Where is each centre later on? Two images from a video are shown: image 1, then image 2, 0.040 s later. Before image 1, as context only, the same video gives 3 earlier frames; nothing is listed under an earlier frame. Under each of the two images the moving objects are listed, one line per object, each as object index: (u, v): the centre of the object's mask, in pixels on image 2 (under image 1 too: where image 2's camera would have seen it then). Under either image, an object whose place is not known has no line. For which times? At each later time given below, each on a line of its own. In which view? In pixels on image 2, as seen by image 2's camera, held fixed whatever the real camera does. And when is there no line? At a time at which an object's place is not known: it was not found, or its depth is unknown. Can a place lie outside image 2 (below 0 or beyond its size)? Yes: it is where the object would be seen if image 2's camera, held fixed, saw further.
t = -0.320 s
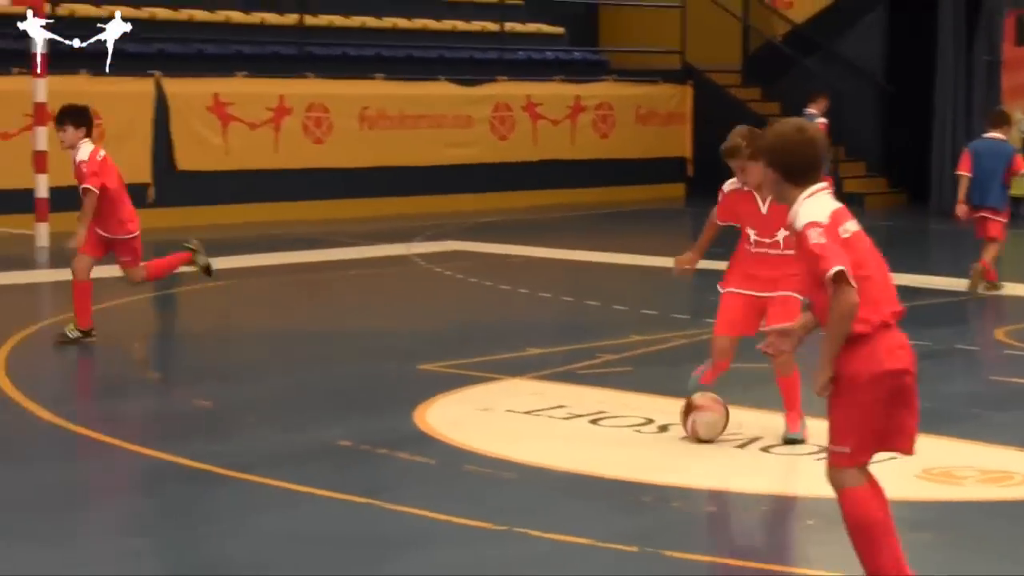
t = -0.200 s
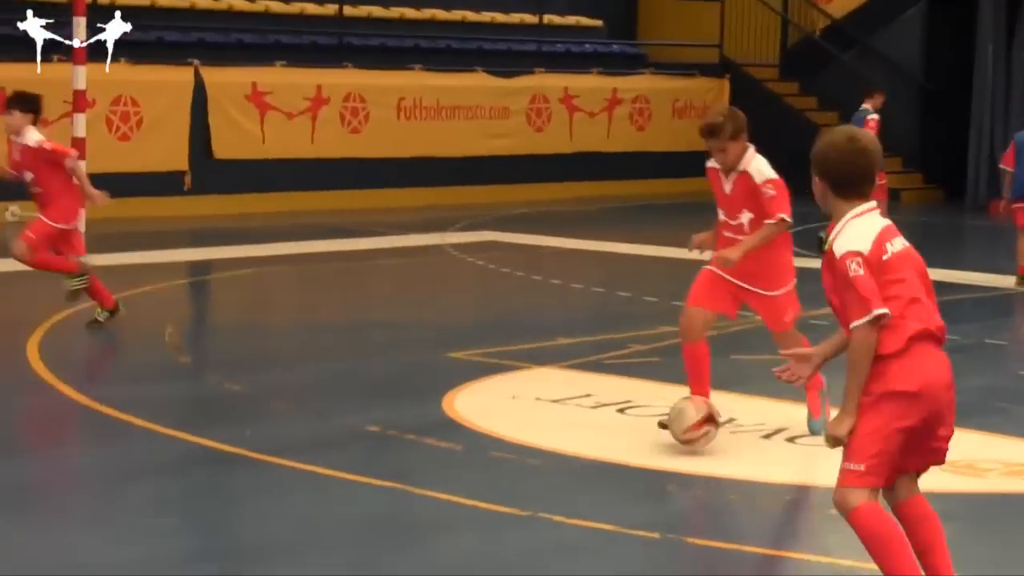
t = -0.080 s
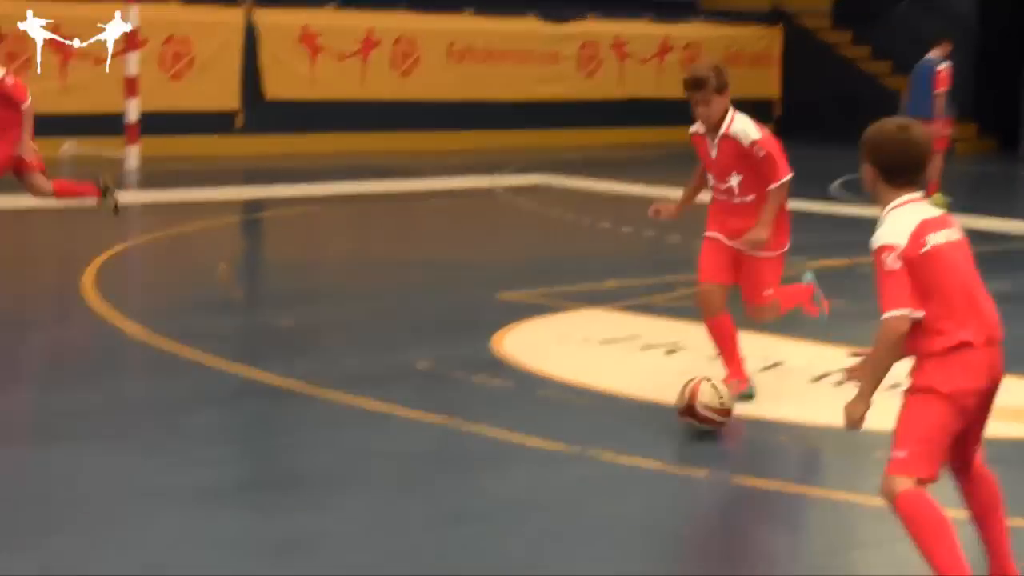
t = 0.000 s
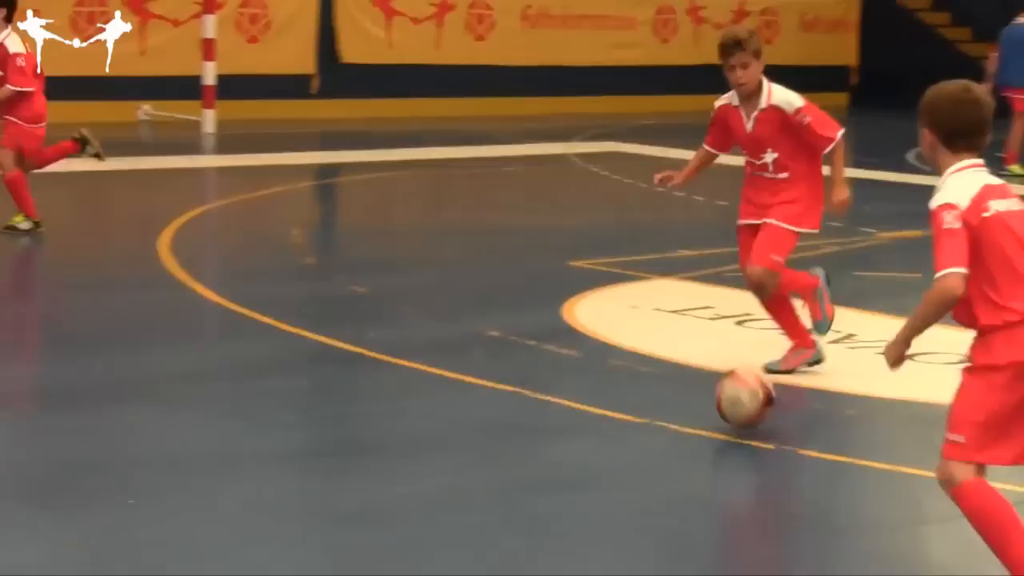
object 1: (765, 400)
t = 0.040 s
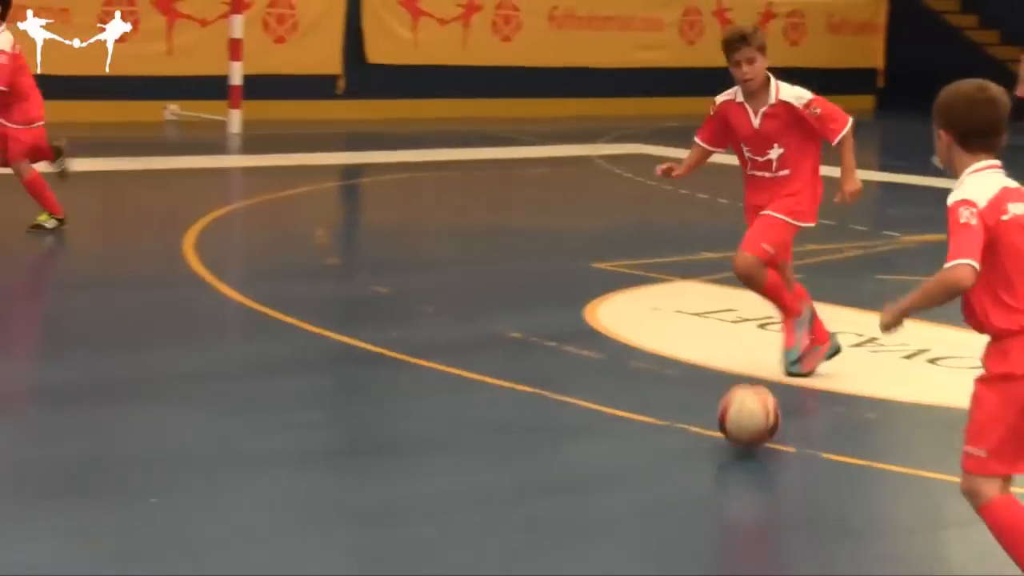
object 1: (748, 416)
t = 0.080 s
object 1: (730, 433)
